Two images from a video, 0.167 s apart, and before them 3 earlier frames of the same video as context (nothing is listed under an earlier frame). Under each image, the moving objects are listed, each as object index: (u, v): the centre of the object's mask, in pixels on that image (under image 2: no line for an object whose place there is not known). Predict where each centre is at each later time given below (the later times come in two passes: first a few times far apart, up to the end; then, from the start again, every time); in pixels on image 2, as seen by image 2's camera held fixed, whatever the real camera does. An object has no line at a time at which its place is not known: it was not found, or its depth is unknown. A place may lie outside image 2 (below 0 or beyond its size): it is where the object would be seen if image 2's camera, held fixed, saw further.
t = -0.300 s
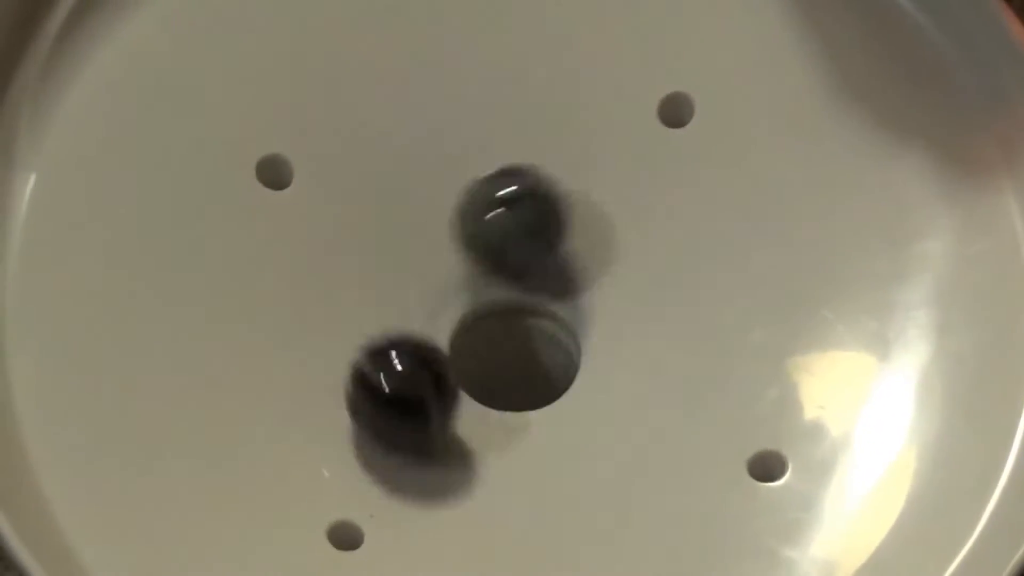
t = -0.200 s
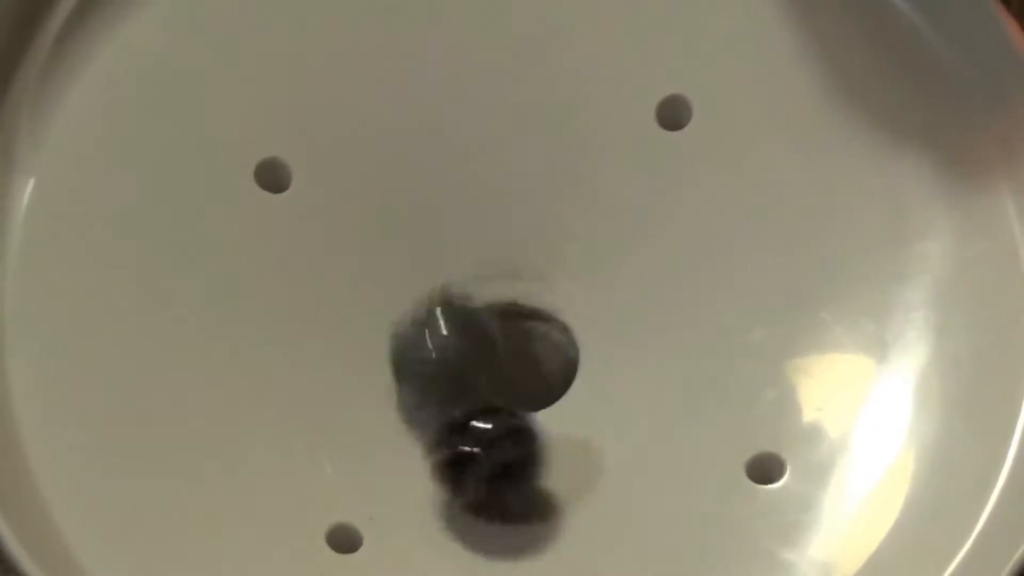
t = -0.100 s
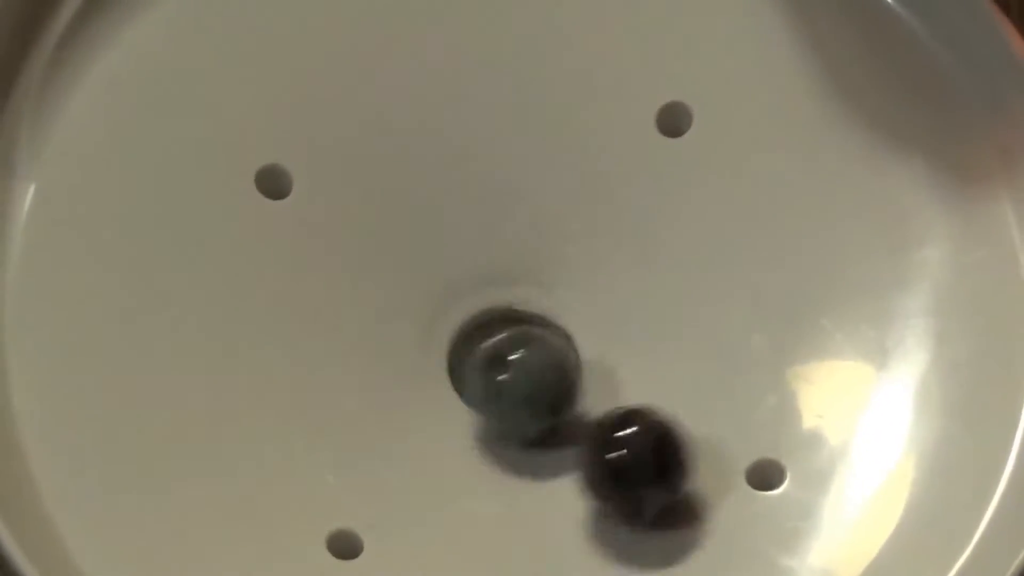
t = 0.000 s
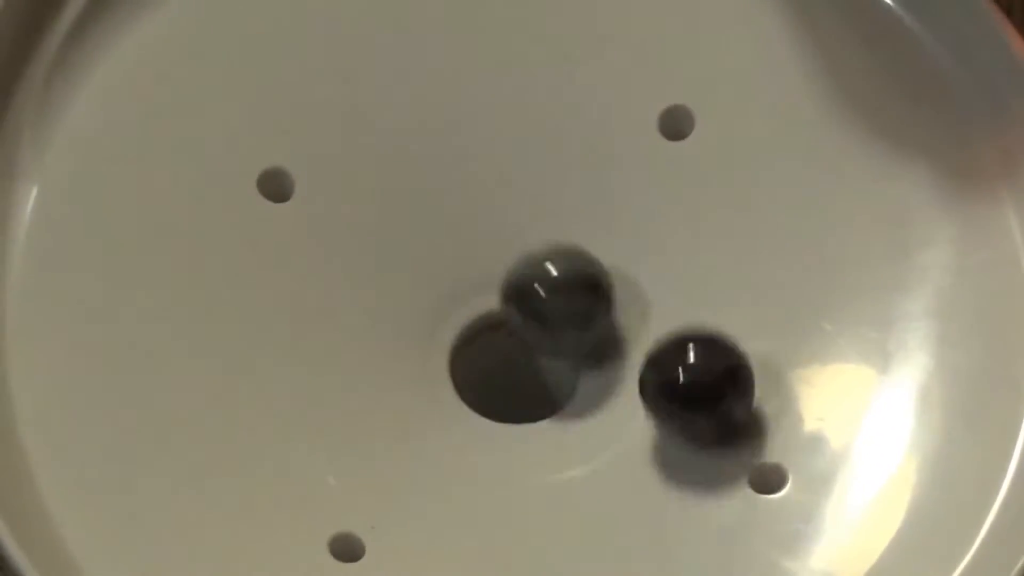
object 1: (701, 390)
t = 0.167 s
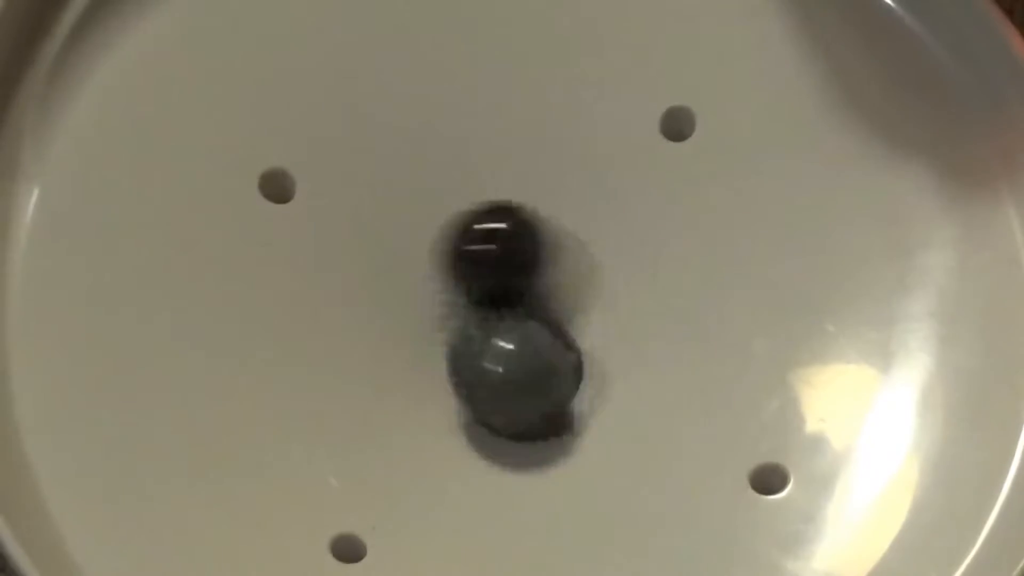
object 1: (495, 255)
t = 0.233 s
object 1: (388, 291)
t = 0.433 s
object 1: (490, 454)
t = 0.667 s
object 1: (640, 254)
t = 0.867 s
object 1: (414, 391)
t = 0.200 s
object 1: (432, 268)
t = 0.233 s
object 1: (388, 291)
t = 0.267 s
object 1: (362, 322)
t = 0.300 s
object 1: (353, 358)
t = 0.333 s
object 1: (365, 393)
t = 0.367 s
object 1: (392, 420)
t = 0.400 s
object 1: (434, 443)
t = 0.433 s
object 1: (490, 454)
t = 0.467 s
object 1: (549, 453)
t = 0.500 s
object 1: (602, 431)
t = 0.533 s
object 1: (643, 397)
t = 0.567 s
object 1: (668, 357)
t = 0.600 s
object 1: (676, 317)
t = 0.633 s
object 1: (664, 280)
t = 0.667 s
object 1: (640, 254)
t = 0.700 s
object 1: (600, 241)
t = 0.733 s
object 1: (551, 243)
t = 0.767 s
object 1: (492, 255)
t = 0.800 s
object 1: (446, 295)
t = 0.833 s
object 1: (420, 345)
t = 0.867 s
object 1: (414, 391)
